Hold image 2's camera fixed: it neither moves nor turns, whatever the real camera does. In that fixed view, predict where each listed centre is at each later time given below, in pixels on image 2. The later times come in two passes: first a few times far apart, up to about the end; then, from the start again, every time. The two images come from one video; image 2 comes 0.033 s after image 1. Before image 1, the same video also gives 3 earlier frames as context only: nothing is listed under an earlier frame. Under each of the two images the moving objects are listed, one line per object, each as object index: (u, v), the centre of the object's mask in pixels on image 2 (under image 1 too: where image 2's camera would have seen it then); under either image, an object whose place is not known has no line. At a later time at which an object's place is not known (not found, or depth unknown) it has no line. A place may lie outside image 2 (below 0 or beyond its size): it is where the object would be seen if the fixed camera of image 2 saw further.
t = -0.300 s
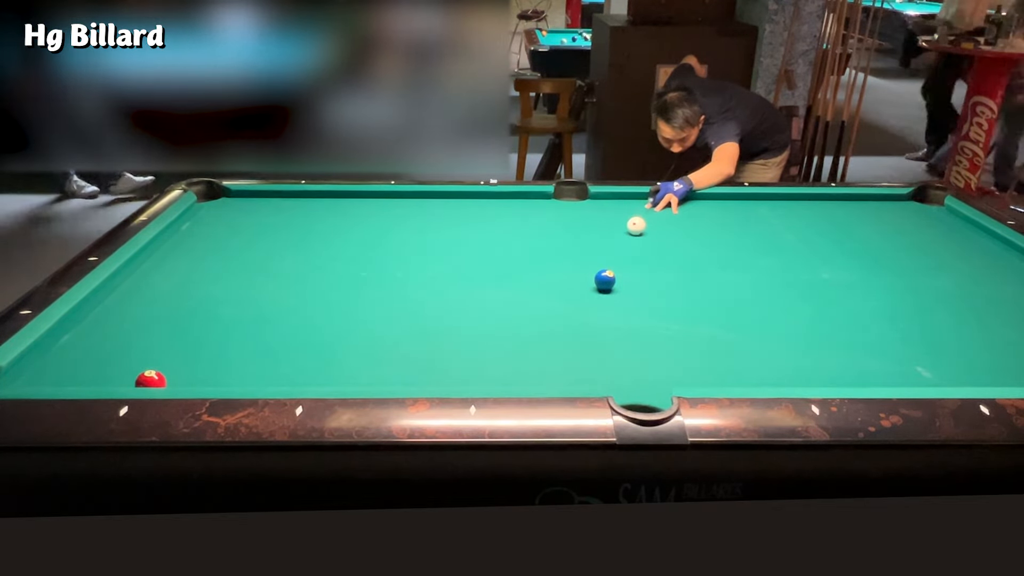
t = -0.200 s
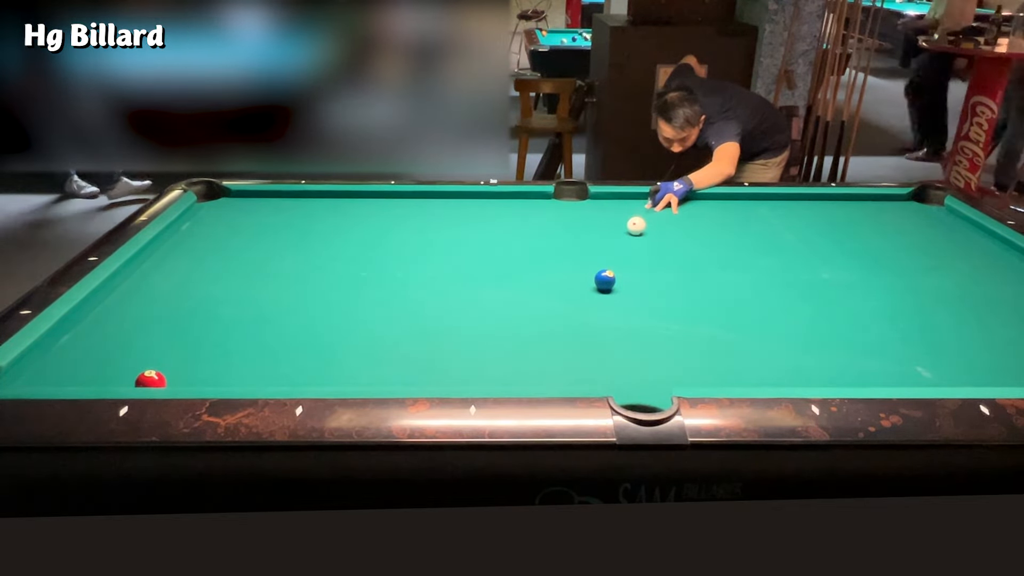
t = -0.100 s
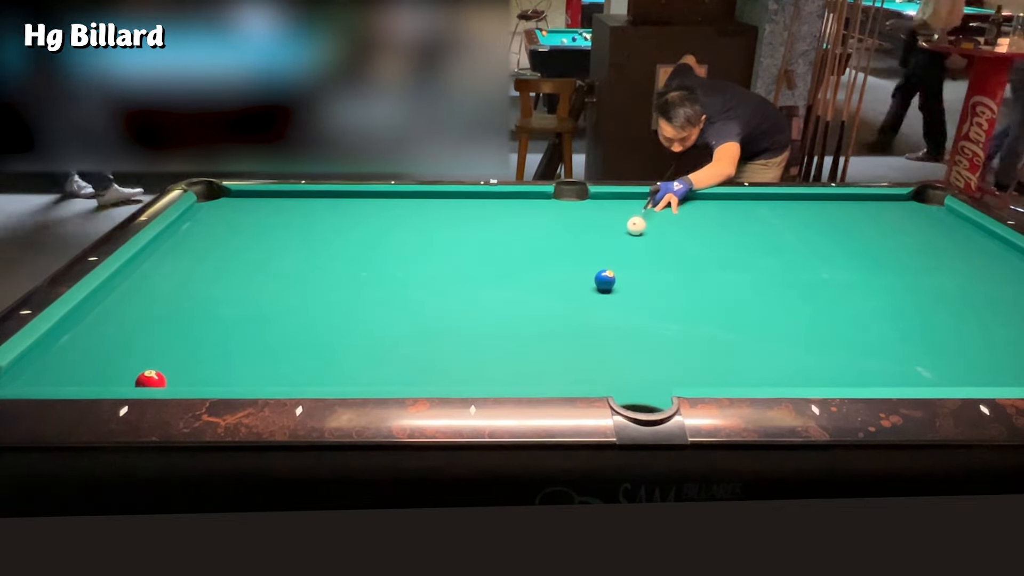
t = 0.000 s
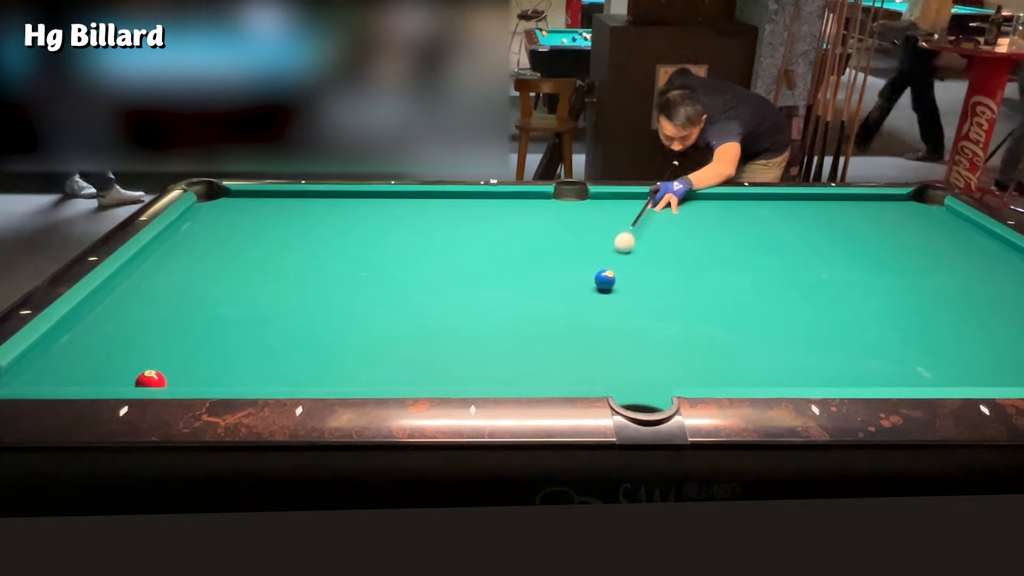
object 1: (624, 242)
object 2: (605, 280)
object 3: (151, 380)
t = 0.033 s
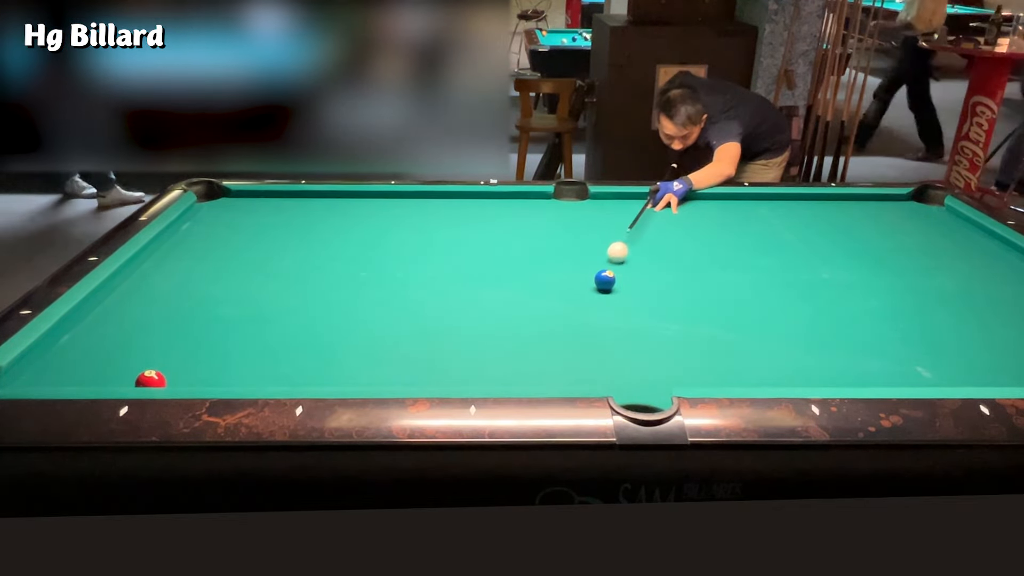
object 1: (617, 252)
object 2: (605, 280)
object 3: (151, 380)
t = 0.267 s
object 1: (556, 275)
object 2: (612, 351)
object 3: (151, 380)
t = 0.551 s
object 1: (473, 299)
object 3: (151, 380)
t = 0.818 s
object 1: (384, 324)
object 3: (151, 380)
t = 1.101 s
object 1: (279, 354)
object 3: (151, 380)
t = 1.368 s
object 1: (180, 380)
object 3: (140, 380)
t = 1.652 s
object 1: (169, 370)
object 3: (82, 377)
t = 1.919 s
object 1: (159, 359)
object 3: (32, 374)
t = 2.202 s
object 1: (150, 349)
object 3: (15, 378)
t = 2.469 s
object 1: (143, 341)
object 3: (17, 381)
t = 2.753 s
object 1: (136, 334)
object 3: (18, 378)
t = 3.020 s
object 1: (130, 329)
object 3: (17, 376)
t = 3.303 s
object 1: (126, 324)
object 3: (18, 373)
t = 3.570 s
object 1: (122, 321)
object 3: (17, 373)
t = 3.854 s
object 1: (119, 319)
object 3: (17, 373)
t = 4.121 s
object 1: (117, 317)
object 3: (17, 373)
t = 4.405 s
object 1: (117, 317)
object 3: (16, 373)
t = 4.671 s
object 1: (117, 317)
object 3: (16, 373)
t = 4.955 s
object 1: (117, 317)
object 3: (16, 373)
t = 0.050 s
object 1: (614, 258)
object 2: (605, 280)
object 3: (151, 380)
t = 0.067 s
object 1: (610, 261)
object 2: (605, 280)
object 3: (151, 380)
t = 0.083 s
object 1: (606, 265)
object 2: (605, 280)
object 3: (151, 380)
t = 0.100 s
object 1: (602, 267)
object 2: (605, 283)
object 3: (151, 380)
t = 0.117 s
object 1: (597, 270)
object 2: (606, 289)
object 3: (151, 380)
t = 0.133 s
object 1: (592, 271)
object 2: (607, 295)
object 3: (151, 380)
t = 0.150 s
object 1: (588, 272)
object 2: (607, 302)
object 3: (151, 380)
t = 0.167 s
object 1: (583, 272)
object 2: (608, 309)
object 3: (151, 380)
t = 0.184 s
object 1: (579, 272)
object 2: (609, 315)
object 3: (151, 380)
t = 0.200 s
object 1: (574, 272)
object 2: (609, 321)
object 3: (151, 380)
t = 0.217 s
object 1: (569, 273)
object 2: (610, 329)
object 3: (151, 380)
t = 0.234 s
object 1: (565, 273)
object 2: (610, 337)
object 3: (151, 380)
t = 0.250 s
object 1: (560, 274)
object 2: (611, 343)
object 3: (151, 380)
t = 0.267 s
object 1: (556, 275)
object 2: (612, 351)
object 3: (151, 380)
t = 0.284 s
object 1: (551, 276)
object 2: (613, 358)
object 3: (151, 380)
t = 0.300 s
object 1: (547, 277)
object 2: (614, 365)
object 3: (151, 380)
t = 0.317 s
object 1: (542, 278)
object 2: (614, 373)
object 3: (151, 380)
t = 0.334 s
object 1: (537, 279)
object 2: (616, 381)
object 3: (151, 380)
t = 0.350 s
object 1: (533, 280)
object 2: (617, 385)
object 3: (151, 380)
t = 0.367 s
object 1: (528, 282)
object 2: (620, 392)
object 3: (151, 380)
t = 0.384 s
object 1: (523, 284)
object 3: (151, 380)
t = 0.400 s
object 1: (518, 285)
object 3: (151, 380)
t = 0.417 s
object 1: (513, 286)
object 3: (151, 380)
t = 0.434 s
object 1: (508, 288)
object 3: (151, 380)
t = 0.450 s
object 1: (503, 289)
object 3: (151, 380)
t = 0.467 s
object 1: (498, 291)
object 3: (151, 380)
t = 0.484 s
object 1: (493, 292)
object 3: (151, 380)
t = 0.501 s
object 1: (488, 294)
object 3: (151, 380)
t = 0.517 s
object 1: (483, 295)
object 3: (151, 380)
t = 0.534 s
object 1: (477, 297)
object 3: (151, 380)
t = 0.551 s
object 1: (473, 299)
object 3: (151, 380)
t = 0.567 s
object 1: (467, 300)
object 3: (151, 380)
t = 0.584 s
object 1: (462, 301)
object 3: (151, 380)
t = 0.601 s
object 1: (457, 303)
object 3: (151, 380)
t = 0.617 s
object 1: (451, 304)
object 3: (151, 380)
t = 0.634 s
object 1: (446, 306)
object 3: (151, 380)
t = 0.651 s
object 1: (440, 308)
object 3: (151, 380)
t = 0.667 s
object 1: (435, 309)
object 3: (151, 380)
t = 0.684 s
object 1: (430, 311)
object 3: (151, 380)
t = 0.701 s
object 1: (424, 312)
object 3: (151, 380)
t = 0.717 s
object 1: (418, 314)
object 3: (151, 380)
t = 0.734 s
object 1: (413, 316)
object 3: (151, 380)
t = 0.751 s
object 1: (407, 317)
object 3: (151, 380)
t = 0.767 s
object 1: (402, 318)
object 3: (151, 380)
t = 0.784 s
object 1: (396, 320)
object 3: (151, 380)
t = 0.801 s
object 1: (390, 322)
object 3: (151, 380)
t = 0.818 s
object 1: (384, 324)
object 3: (151, 380)
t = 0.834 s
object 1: (378, 325)
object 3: (151, 380)
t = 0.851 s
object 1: (373, 327)
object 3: (151, 380)
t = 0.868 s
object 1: (366, 329)
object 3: (151, 380)
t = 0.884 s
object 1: (360, 331)
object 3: (151, 380)
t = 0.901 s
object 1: (355, 332)
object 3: (151, 380)
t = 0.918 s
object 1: (348, 334)
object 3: (151, 380)
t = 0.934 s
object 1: (342, 336)
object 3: (151, 380)
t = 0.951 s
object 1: (336, 337)
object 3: (151, 380)
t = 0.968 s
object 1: (330, 339)
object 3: (151, 380)
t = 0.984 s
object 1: (324, 341)
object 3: (151, 380)
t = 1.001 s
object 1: (318, 343)
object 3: (151, 380)
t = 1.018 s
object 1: (311, 345)
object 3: (151, 380)
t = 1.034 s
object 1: (305, 347)
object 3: (151, 380)
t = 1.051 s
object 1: (298, 349)
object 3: (151, 380)
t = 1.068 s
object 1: (292, 350)
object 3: (151, 380)
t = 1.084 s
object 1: (285, 352)
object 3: (151, 380)
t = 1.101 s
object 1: (279, 354)
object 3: (151, 380)
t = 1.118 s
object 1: (272, 356)
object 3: (151, 380)
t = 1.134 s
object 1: (265, 358)
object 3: (151, 380)
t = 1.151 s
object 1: (258, 360)
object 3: (151, 380)
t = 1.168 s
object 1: (251, 362)
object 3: (151, 380)
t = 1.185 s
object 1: (244, 364)
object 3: (151, 380)
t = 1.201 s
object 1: (238, 366)
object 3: (151, 380)
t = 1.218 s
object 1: (231, 368)
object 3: (151, 380)
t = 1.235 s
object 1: (223, 371)
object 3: (151, 380)
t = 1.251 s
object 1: (217, 373)
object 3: (151, 380)
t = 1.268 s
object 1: (209, 374)
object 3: (151, 380)
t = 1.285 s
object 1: (202, 375)
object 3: (151, 380)
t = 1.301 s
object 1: (195, 376)
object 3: (151, 380)
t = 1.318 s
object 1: (188, 378)
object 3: (151, 380)
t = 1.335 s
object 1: (182, 379)
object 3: (150, 380)
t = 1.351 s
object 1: (180, 380)
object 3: (145, 380)
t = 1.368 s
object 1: (180, 380)
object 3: (140, 380)
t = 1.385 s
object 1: (180, 379)
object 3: (136, 379)
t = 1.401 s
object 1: (179, 378)
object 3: (132, 379)
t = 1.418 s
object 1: (179, 378)
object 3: (128, 379)
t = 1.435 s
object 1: (178, 377)
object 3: (125, 379)
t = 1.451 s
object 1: (177, 377)
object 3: (121, 379)
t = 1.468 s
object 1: (177, 376)
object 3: (118, 379)
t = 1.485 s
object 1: (176, 376)
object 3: (114, 378)
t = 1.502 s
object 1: (175, 375)
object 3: (111, 378)
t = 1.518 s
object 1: (174, 375)
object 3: (108, 378)
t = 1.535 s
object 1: (173, 374)
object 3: (104, 378)
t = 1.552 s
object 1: (173, 374)
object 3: (102, 378)
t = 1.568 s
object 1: (172, 374)
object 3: (98, 378)
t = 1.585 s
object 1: (171, 373)
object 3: (95, 378)
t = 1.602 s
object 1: (171, 373)
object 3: (92, 377)
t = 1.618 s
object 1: (170, 372)
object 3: (88, 377)
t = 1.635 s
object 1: (170, 371)
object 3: (85, 377)
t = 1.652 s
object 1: (169, 370)
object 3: (82, 377)
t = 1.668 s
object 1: (169, 369)
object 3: (79, 377)
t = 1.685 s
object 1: (168, 369)
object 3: (75, 376)
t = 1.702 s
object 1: (167, 368)
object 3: (72, 376)
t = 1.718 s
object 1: (167, 367)
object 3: (69, 376)
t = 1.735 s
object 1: (166, 366)
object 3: (66, 376)
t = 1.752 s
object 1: (165, 366)
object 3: (63, 376)
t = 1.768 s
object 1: (165, 365)
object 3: (59, 376)
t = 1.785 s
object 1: (164, 364)
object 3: (56, 375)
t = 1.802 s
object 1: (163, 363)
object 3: (54, 375)
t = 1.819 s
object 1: (163, 363)
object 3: (50, 375)
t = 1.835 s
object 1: (162, 362)
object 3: (47, 375)
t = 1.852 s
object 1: (162, 361)
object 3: (44, 375)
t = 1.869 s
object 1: (161, 361)
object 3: (41, 375)
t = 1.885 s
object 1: (160, 360)
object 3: (38, 374)
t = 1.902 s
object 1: (160, 360)
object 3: (35, 374)
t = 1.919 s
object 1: (159, 359)
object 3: (32, 374)
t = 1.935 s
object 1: (159, 358)
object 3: (29, 374)
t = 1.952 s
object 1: (158, 357)
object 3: (26, 374)
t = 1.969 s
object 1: (158, 357)
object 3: (23, 374)
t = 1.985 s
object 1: (157, 356)
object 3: (20, 374)
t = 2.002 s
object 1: (157, 356)
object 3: (17, 374)
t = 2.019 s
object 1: (156, 355)
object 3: (15, 374)
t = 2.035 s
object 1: (155, 354)
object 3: (13, 374)
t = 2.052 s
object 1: (155, 354)
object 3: (13, 374)
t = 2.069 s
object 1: (154, 353)
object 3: (13, 375)
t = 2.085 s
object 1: (154, 353)
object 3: (13, 375)
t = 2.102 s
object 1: (153, 352)
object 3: (13, 375)
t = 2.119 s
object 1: (153, 352)
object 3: (14, 376)
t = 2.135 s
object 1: (152, 351)
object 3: (14, 376)
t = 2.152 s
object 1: (152, 351)
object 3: (14, 377)
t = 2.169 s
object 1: (151, 350)
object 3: (14, 377)
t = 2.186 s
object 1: (151, 349)
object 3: (14, 377)
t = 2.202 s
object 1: (150, 349)
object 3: (15, 378)
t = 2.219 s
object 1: (150, 348)
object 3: (15, 378)
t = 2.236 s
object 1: (149, 348)
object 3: (15, 379)
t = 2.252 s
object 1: (149, 347)
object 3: (15, 379)
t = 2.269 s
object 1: (148, 347)
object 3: (15, 379)
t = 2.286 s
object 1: (148, 346)
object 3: (16, 380)
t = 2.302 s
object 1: (147, 346)
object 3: (16, 380)
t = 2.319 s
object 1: (146, 345)
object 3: (16, 381)
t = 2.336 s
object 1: (146, 345)
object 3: (17, 381)
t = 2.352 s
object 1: (145, 345)
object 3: (17, 381)
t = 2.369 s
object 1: (145, 344)
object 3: (17, 382)
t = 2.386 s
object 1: (145, 344)
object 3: (17, 382)
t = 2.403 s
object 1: (144, 343)
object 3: (17, 382)
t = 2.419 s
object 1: (144, 343)
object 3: (17, 382)
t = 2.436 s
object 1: (143, 342)
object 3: (17, 382)
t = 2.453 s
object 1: (143, 342)
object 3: (18, 381)
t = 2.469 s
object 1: (143, 341)
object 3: (17, 381)
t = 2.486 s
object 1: (142, 341)
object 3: (18, 381)
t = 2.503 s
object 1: (142, 340)
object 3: (18, 381)
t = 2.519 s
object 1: (141, 340)
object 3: (18, 381)
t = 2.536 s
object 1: (141, 339)
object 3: (17, 380)
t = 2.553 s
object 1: (140, 339)
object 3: (18, 380)
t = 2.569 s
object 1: (140, 339)
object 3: (18, 380)
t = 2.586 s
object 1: (139, 338)
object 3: (18, 380)
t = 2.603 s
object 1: (139, 338)
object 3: (18, 380)
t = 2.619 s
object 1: (139, 337)
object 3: (18, 379)
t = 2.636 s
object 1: (138, 337)
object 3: (18, 379)
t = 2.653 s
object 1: (138, 337)
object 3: (18, 379)
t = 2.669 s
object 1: (138, 336)
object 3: (18, 379)
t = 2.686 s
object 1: (137, 336)
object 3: (18, 379)
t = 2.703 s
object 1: (137, 336)
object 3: (18, 378)
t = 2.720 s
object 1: (136, 335)
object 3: (18, 378)
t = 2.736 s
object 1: (136, 335)
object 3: (18, 378)
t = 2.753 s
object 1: (136, 334)
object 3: (18, 378)
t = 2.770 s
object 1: (135, 334)
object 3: (18, 378)
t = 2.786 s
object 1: (135, 334)
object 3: (18, 378)
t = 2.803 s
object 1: (135, 333)
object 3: (17, 377)
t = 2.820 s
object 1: (134, 333)
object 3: (17, 377)
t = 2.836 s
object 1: (134, 333)
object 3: (17, 377)
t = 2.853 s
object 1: (134, 332)
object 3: (17, 377)
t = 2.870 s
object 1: (133, 332)
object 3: (17, 377)
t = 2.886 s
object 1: (133, 332)
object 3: (17, 377)
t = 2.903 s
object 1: (133, 331)
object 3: (17, 377)
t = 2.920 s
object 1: (132, 331)
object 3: (17, 377)
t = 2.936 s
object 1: (132, 331)
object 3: (17, 376)
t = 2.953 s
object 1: (132, 330)
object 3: (17, 376)
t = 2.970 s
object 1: (131, 330)
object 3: (17, 376)
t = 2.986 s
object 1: (131, 330)
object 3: (17, 376)
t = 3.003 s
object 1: (131, 329)
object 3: (17, 376)
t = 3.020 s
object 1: (130, 329)
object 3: (17, 376)
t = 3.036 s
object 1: (130, 329)
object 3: (17, 376)
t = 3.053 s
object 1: (130, 329)
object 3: (17, 375)
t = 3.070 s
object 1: (129, 328)
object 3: (16, 375)
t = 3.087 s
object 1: (129, 328)
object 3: (16, 375)
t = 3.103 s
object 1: (129, 328)
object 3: (17, 375)
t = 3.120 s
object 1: (128, 328)
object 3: (16, 375)
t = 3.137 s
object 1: (128, 327)
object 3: (16, 375)
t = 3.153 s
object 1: (128, 327)
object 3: (16, 375)
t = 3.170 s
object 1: (128, 327)
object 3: (16, 375)
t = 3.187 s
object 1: (127, 326)
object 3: (16, 375)
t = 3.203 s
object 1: (127, 326)
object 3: (17, 374)
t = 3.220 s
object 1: (127, 326)
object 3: (17, 374)
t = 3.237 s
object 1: (127, 326)
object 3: (17, 374)
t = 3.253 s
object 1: (126, 325)
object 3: (17, 374)
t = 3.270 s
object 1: (126, 325)
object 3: (17, 374)
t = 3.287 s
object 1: (126, 325)
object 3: (17, 374)
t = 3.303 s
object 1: (126, 324)
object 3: (18, 373)
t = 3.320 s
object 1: (125, 324)
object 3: (17, 373)
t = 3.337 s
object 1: (125, 324)
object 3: (18, 373)
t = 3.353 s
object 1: (125, 324)
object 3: (18, 373)
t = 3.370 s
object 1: (124, 324)
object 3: (17, 373)
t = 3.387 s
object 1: (124, 323)
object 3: (17, 373)
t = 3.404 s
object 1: (124, 323)
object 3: (18, 373)
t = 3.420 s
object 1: (124, 323)
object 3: (18, 373)
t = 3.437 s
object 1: (123, 323)
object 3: (18, 373)
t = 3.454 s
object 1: (123, 322)
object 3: (18, 373)
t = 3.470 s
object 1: (123, 322)
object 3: (17, 373)
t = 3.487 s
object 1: (123, 322)
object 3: (17, 373)
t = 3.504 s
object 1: (123, 322)
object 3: (17, 373)
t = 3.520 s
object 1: (122, 322)
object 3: (17, 373)
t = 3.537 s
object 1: (122, 322)
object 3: (17, 373)
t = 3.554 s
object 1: (122, 321)
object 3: (17, 373)
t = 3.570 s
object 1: (122, 321)
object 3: (17, 373)
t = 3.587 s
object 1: (121, 321)
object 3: (17, 373)
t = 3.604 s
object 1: (121, 321)
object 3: (17, 373)
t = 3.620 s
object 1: (121, 321)
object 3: (17, 373)
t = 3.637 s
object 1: (121, 321)
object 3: (17, 373)
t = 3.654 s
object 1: (121, 321)
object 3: (17, 373)
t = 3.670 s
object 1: (121, 320)
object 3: (17, 373)
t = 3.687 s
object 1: (120, 320)
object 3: (17, 373)
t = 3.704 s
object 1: (120, 320)
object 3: (17, 373)
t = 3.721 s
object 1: (120, 320)
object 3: (17, 373)
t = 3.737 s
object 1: (120, 320)
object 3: (17, 373)
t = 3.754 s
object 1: (120, 320)
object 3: (17, 373)
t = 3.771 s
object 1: (120, 319)
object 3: (17, 373)
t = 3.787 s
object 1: (120, 319)
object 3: (17, 373)
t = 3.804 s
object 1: (119, 319)
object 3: (17, 373)
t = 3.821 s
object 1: (119, 319)
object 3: (17, 373)
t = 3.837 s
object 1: (119, 319)
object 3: (17, 373)
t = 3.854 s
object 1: (119, 319)
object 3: (17, 373)
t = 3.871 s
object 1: (119, 319)
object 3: (17, 373)
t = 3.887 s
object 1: (119, 318)
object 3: (17, 373)
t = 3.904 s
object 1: (119, 318)
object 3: (17, 373)
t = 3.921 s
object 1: (119, 318)
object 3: (17, 373)
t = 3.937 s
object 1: (118, 318)
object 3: (17, 373)
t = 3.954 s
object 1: (118, 318)
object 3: (17, 373)
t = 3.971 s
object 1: (118, 318)
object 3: (17, 373)
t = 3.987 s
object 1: (118, 318)
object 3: (17, 373)
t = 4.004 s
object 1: (118, 318)
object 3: (17, 373)
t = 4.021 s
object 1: (118, 318)
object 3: (17, 373)
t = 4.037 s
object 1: (118, 318)
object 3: (17, 373)
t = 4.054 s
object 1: (118, 318)
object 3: (17, 373)
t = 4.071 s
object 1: (118, 317)
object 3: (17, 373)
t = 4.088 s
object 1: (118, 317)
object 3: (17, 373)
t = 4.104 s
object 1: (118, 317)
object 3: (17, 373)
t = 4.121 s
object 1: (117, 317)
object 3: (17, 373)
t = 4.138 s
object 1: (117, 317)
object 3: (17, 373)
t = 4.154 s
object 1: (117, 317)
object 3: (17, 373)
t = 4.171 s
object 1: (117, 317)
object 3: (16, 373)
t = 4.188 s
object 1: (117, 317)
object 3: (16, 373)
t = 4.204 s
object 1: (117, 317)
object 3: (16, 373)
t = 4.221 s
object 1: (117, 317)
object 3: (16, 374)
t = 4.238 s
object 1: (117, 317)
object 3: (16, 373)
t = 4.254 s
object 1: (117, 317)
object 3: (16, 373)
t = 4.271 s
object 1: (117, 317)
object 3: (16, 373)
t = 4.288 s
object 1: (117, 317)
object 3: (16, 373)
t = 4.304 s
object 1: (117, 317)
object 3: (16, 373)
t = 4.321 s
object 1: (117, 317)
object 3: (16, 373)
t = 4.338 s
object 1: (117, 317)
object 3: (16, 373)
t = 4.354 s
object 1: (117, 317)
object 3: (16, 373)
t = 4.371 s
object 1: (117, 317)
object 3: (16, 373)
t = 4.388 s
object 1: (117, 317)
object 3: (16, 373)
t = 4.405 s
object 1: (117, 317)
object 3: (16, 373)
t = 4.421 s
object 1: (117, 317)
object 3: (16, 373)
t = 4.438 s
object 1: (117, 317)
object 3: (16, 373)
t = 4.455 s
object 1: (117, 317)
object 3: (16, 373)
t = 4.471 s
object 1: (117, 317)
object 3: (16, 373)
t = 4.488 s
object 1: (117, 317)
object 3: (16, 373)
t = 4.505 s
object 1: (117, 317)
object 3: (16, 373)
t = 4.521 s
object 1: (117, 317)
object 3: (16, 373)
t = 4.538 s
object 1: (117, 317)
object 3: (16, 373)
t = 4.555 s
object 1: (117, 317)
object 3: (16, 373)
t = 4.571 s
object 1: (117, 317)
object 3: (16, 373)
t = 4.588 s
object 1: (117, 317)
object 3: (16, 373)
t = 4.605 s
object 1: (117, 317)
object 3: (16, 373)
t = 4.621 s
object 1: (117, 317)
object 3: (16, 373)
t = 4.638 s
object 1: (117, 317)
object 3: (16, 373)
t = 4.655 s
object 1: (117, 317)
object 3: (16, 373)
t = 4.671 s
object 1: (117, 317)
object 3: (16, 373)
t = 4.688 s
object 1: (117, 317)
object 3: (16, 373)
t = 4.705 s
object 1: (117, 317)
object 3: (16, 373)
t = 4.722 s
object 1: (117, 317)
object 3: (16, 373)
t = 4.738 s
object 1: (117, 317)
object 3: (16, 373)
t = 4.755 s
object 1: (117, 317)
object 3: (16, 373)
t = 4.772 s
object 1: (117, 317)
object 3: (16, 373)
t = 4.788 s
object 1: (117, 317)
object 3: (16, 373)
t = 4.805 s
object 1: (117, 317)
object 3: (16, 373)
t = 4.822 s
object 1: (117, 317)
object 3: (16, 373)
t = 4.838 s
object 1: (117, 317)
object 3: (16, 373)
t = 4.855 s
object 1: (117, 317)
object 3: (16, 373)
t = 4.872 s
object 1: (117, 317)
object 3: (16, 373)
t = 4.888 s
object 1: (117, 317)
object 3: (16, 373)
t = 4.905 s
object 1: (117, 317)
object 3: (16, 373)
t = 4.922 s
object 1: (117, 317)
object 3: (16, 373)
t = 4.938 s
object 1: (117, 317)
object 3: (16, 373)
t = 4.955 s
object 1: (117, 317)
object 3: (16, 373)
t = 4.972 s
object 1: (117, 317)
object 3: (16, 373)
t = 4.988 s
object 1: (117, 317)
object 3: (16, 373)
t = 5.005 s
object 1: (117, 317)
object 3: (16, 373)
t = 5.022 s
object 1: (117, 317)
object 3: (16, 373)
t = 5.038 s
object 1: (117, 317)
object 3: (16, 373)
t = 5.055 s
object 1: (117, 317)
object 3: (16, 373)
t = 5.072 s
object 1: (117, 317)
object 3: (16, 373)
